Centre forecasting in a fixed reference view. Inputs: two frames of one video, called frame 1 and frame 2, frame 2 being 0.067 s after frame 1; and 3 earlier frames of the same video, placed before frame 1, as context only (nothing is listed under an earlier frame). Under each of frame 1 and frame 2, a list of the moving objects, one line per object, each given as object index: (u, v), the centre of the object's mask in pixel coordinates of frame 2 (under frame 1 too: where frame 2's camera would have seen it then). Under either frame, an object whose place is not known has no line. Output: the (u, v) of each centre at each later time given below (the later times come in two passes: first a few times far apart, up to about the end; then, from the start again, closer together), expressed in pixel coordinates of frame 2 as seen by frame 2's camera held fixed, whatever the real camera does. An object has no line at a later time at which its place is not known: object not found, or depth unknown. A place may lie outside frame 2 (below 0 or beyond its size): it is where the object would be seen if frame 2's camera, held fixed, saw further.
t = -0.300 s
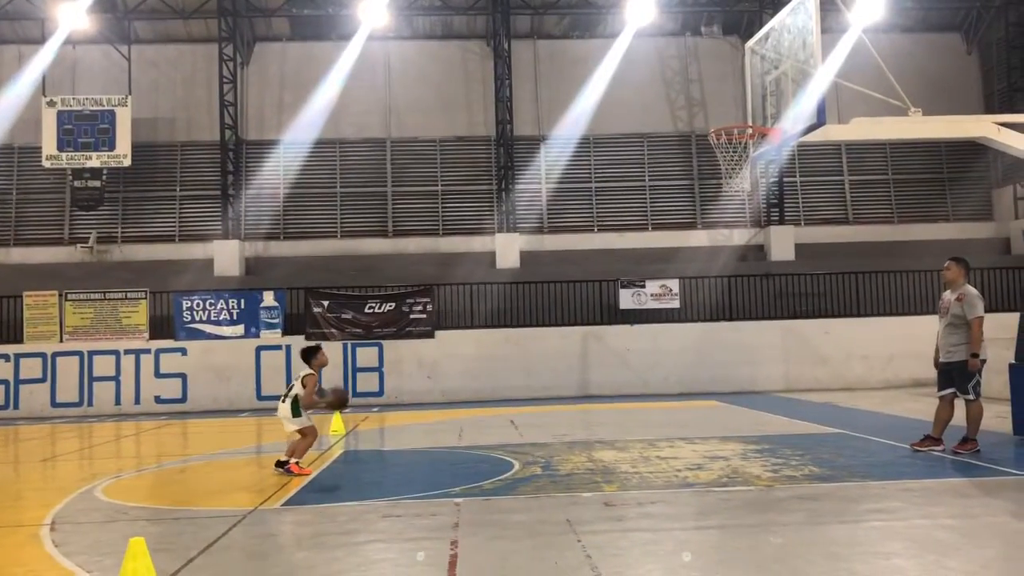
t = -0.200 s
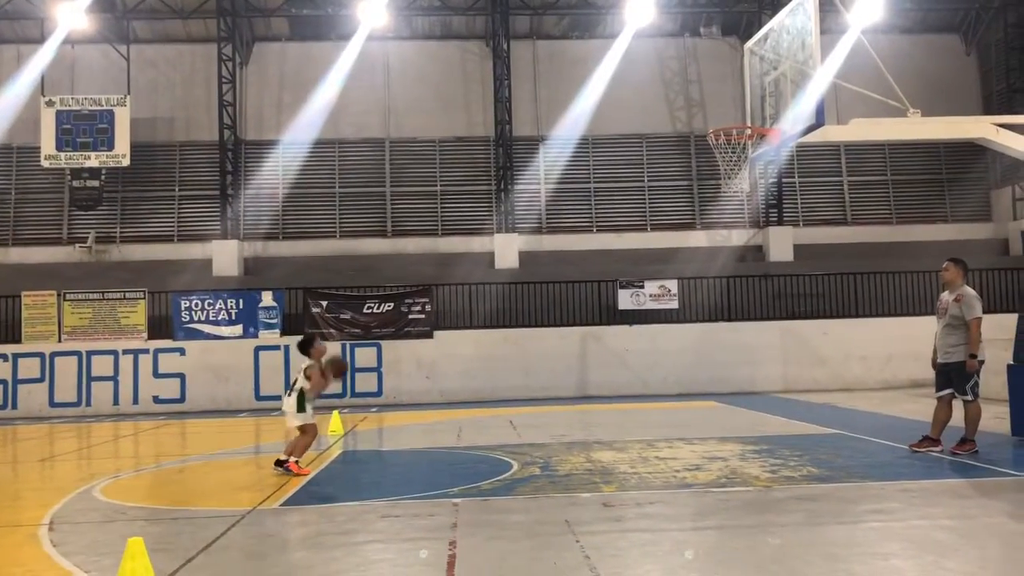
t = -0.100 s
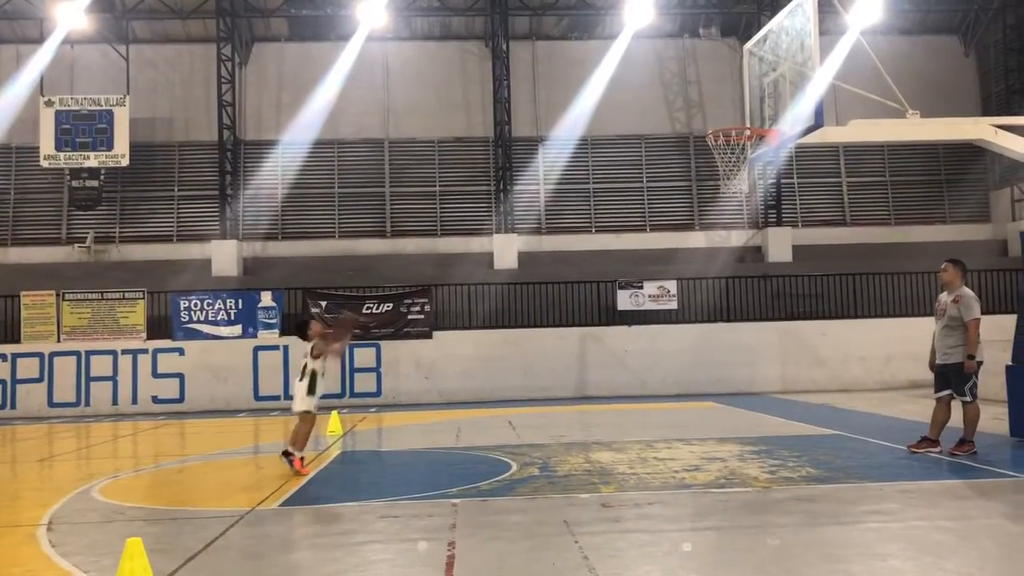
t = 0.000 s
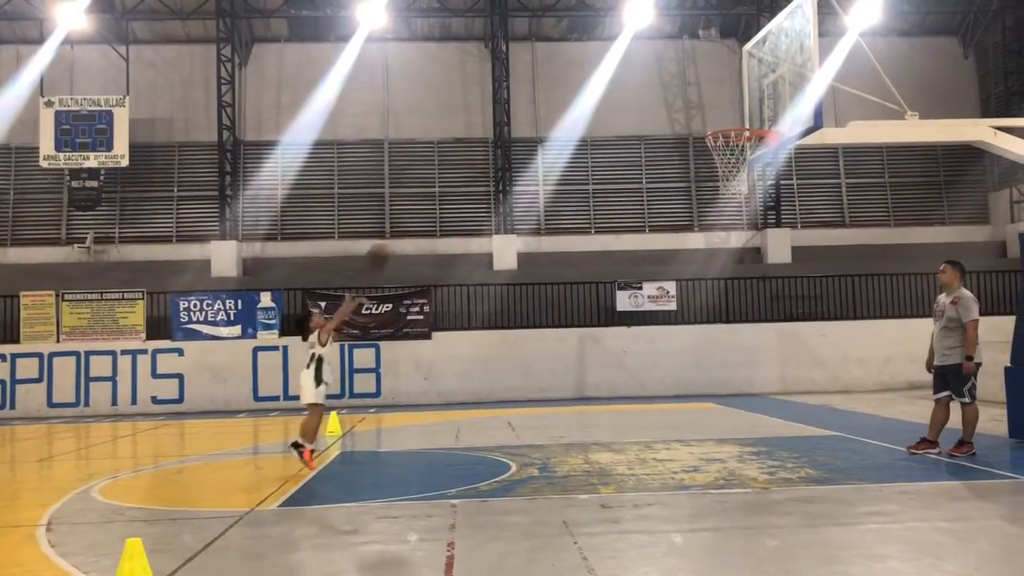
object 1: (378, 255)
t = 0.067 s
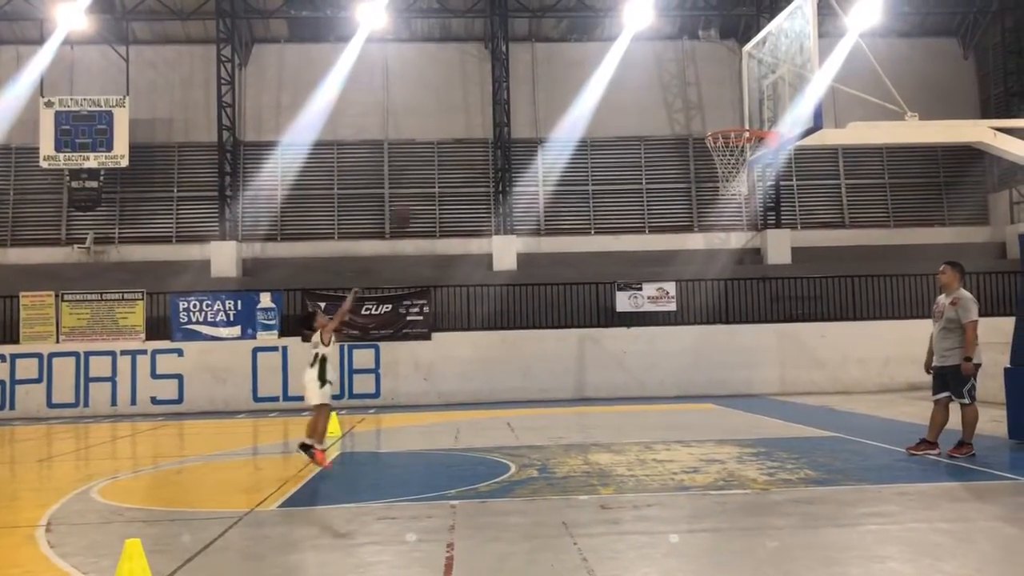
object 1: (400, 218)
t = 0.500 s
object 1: (553, 68)
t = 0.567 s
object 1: (577, 62)
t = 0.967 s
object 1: (714, 123)
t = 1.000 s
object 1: (727, 127)
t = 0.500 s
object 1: (553, 68)
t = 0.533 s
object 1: (565, 64)
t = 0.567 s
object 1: (577, 62)
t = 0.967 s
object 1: (714, 123)
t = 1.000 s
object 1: (727, 127)
